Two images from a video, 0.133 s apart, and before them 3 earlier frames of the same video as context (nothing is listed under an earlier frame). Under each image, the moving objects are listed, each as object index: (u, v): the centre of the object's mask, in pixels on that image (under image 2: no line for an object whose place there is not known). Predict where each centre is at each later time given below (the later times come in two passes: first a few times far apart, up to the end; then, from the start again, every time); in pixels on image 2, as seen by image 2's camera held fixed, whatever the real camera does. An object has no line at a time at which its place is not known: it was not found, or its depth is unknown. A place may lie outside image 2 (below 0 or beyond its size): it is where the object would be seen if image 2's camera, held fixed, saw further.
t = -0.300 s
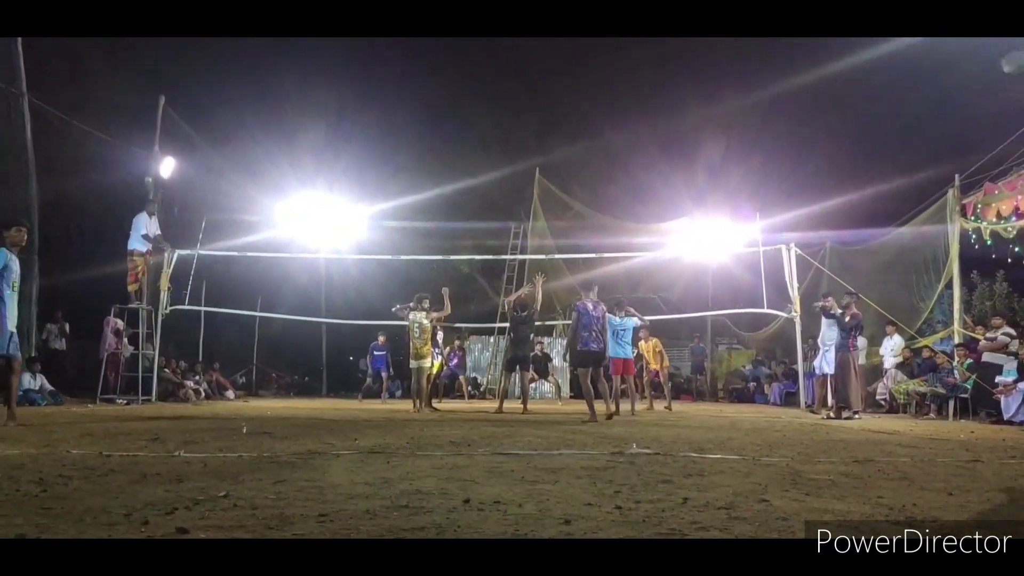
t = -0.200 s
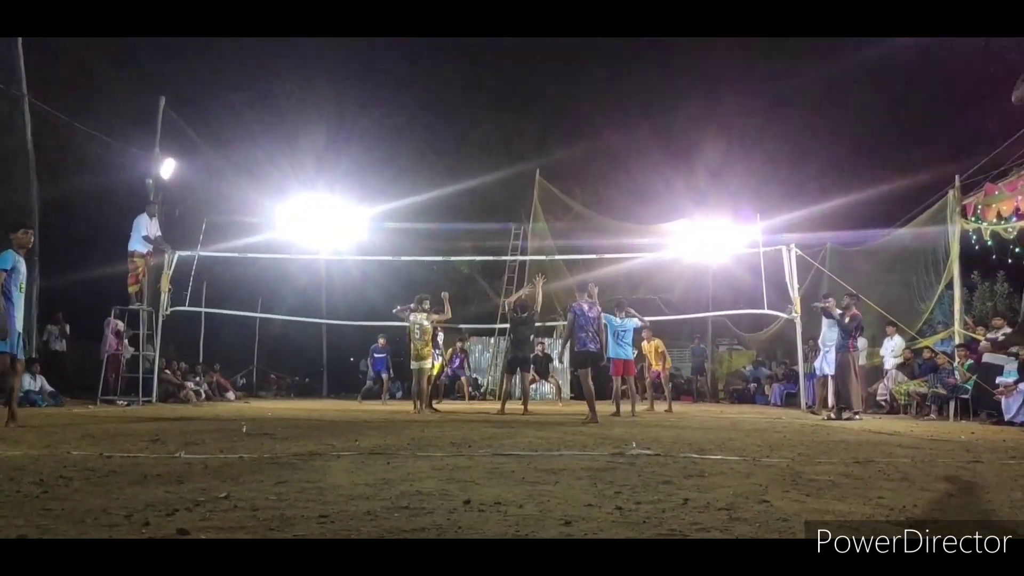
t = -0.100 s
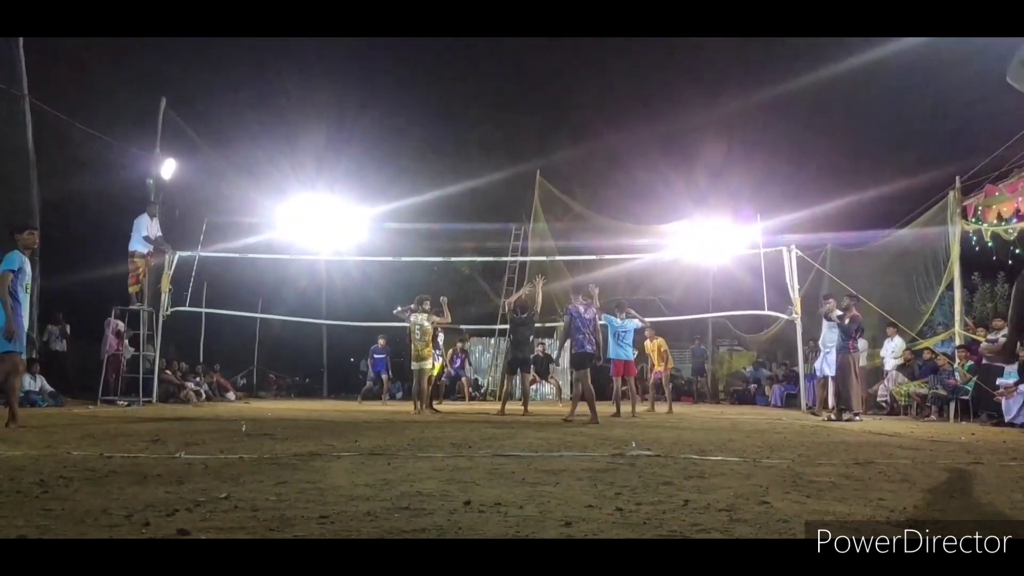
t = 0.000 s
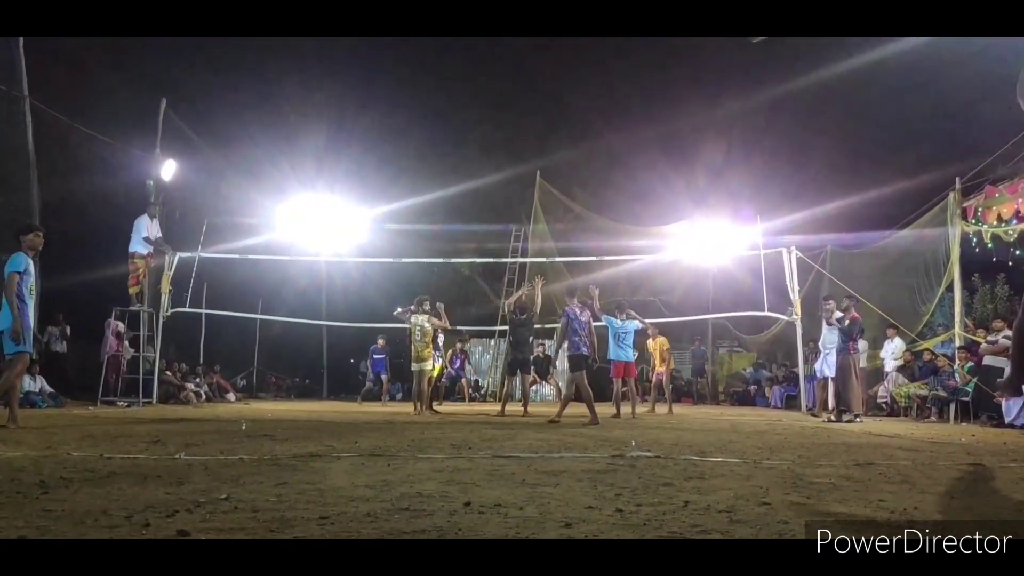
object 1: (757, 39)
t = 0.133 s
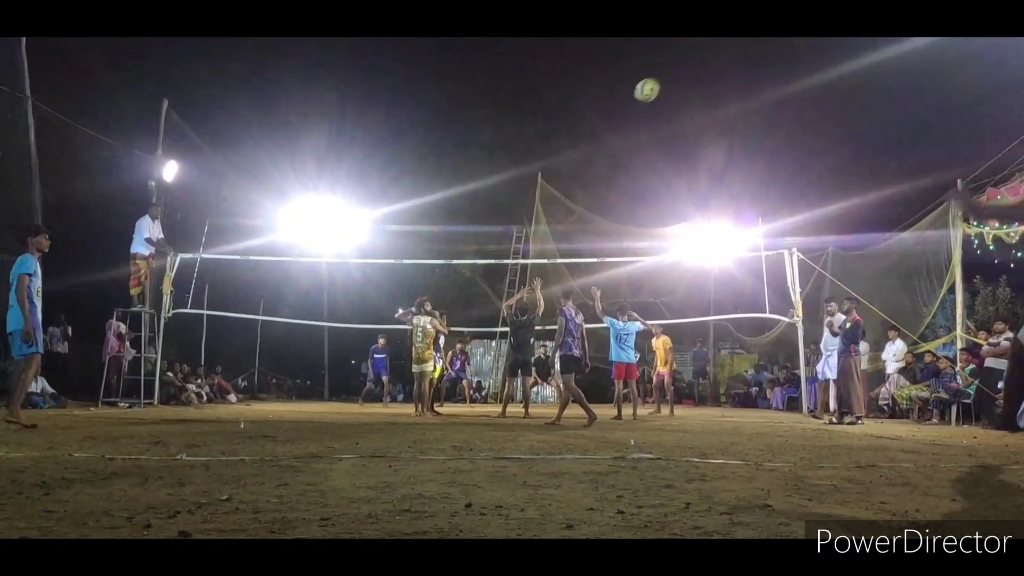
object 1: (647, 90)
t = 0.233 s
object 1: (589, 133)
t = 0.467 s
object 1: (497, 224)
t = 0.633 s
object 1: (454, 287)
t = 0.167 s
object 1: (626, 104)
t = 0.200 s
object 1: (606, 119)
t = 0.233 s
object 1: (589, 133)
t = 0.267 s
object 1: (572, 146)
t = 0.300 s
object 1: (558, 159)
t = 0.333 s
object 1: (544, 173)
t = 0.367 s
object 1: (531, 187)
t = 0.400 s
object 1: (519, 199)
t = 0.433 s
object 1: (508, 212)
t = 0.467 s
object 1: (497, 224)
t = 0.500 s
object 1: (487, 238)
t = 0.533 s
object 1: (478, 250)
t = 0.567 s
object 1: (470, 263)
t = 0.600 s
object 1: (462, 275)
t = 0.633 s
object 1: (454, 287)
